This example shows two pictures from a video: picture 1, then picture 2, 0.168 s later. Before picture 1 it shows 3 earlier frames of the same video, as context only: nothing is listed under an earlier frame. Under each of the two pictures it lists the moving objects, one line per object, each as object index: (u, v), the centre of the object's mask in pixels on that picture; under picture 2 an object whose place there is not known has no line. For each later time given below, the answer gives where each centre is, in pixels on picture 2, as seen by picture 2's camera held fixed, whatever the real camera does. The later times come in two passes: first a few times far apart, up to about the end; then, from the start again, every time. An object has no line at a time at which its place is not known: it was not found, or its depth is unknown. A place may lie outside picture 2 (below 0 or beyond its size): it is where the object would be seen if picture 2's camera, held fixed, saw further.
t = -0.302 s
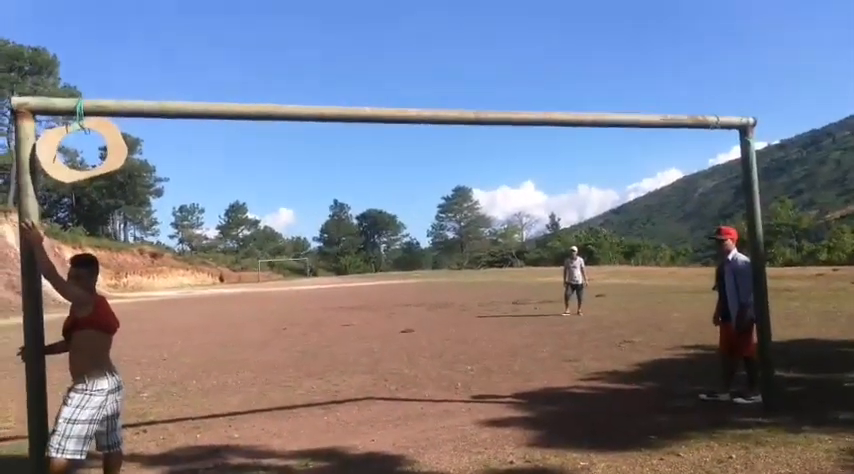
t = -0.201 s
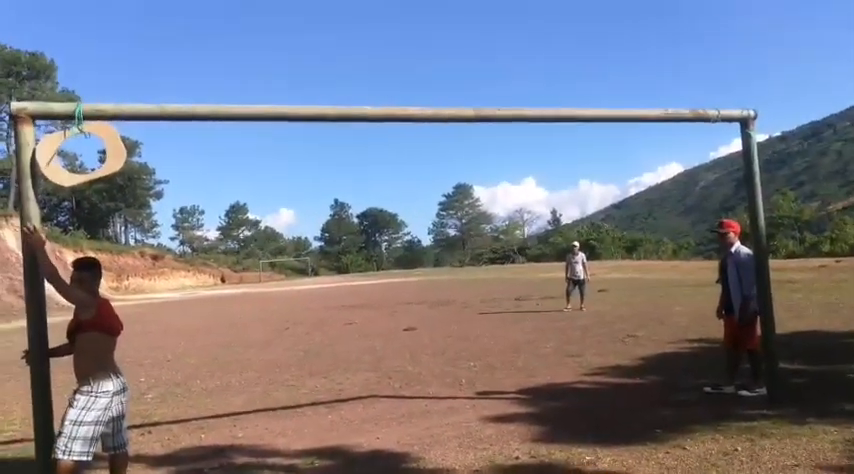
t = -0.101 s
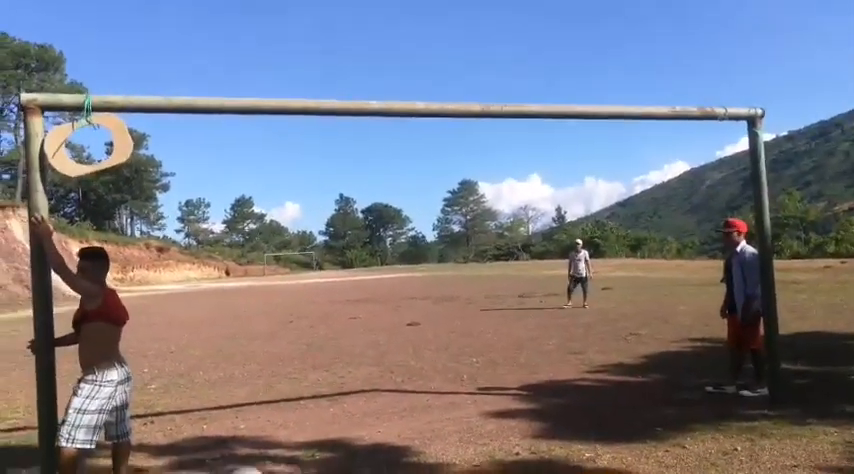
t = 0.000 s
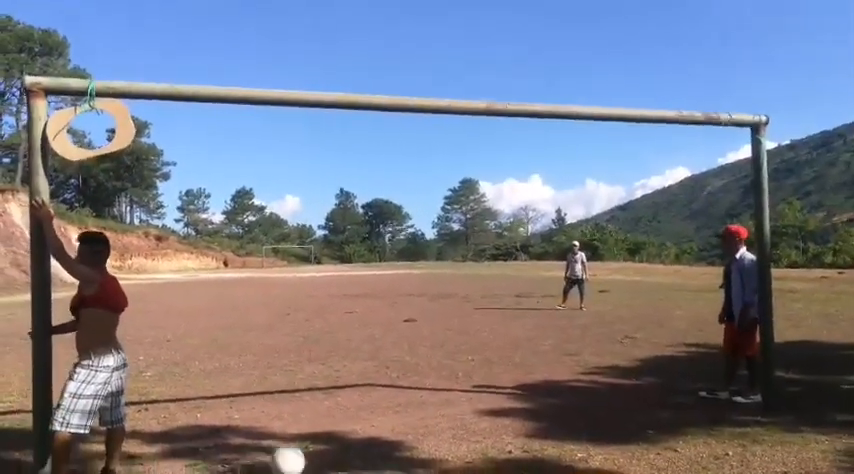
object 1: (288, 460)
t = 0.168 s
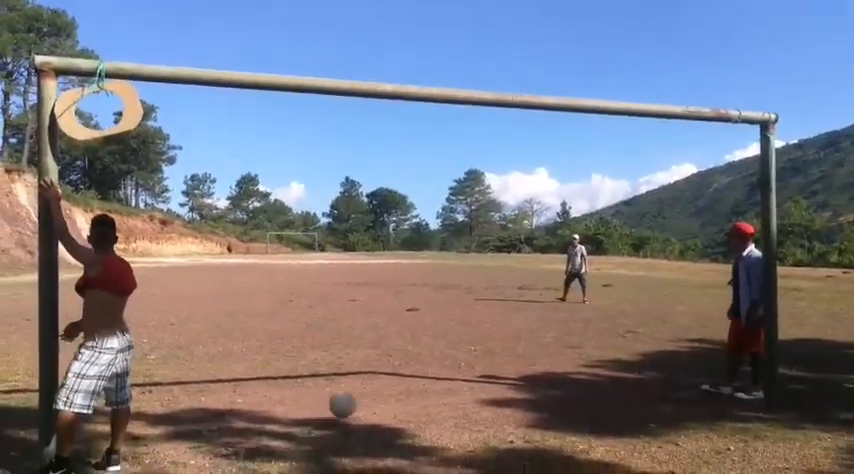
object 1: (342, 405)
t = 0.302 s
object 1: (371, 388)
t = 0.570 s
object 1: (411, 357)
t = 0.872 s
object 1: (440, 336)
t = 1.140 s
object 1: (457, 324)
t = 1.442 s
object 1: (472, 312)
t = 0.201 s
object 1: (350, 402)
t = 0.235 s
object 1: (358, 401)
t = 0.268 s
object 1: (366, 394)
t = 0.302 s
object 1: (371, 388)
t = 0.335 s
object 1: (378, 383)
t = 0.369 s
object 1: (384, 380)
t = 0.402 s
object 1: (389, 377)
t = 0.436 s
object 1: (394, 373)
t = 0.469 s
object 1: (399, 369)
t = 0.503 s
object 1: (403, 366)
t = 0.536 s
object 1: (408, 360)
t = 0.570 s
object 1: (411, 357)
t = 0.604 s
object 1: (415, 355)
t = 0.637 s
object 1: (418, 353)
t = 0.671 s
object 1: (422, 350)
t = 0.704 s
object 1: (425, 347)
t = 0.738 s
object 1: (428, 344)
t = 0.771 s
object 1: (431, 342)
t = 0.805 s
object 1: (434, 341)
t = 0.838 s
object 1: (437, 338)
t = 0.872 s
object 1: (440, 336)
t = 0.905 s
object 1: (442, 334)
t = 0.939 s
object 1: (445, 333)
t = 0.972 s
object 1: (447, 332)
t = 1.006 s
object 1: (449, 330)
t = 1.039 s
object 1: (452, 328)
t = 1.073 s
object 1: (454, 327)
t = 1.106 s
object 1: (455, 325)
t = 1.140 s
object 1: (457, 324)
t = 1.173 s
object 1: (459, 322)
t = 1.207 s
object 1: (461, 321)
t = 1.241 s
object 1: (463, 320)
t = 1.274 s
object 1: (465, 319)
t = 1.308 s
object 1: (466, 316)
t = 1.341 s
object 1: (468, 314)
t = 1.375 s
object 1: (469, 312)
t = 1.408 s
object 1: (471, 312)
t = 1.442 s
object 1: (472, 312)
